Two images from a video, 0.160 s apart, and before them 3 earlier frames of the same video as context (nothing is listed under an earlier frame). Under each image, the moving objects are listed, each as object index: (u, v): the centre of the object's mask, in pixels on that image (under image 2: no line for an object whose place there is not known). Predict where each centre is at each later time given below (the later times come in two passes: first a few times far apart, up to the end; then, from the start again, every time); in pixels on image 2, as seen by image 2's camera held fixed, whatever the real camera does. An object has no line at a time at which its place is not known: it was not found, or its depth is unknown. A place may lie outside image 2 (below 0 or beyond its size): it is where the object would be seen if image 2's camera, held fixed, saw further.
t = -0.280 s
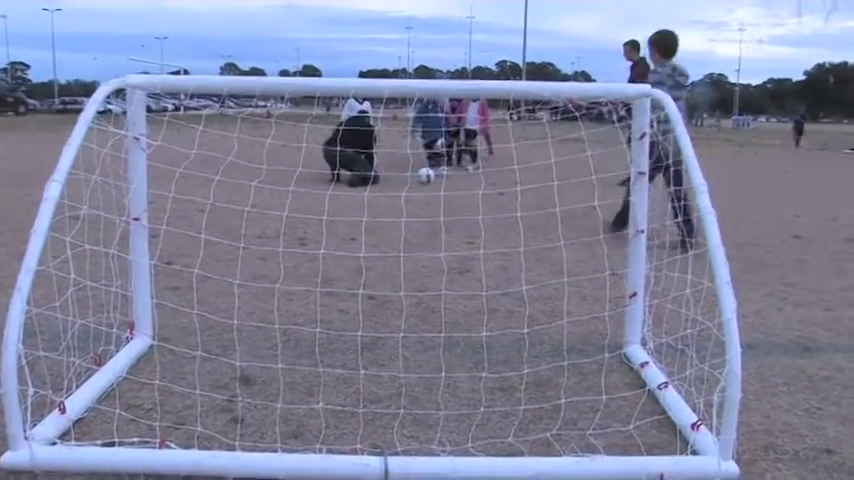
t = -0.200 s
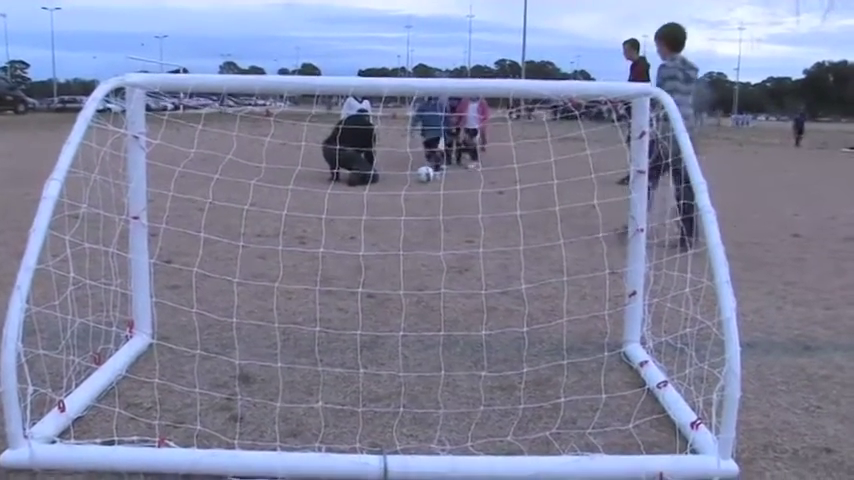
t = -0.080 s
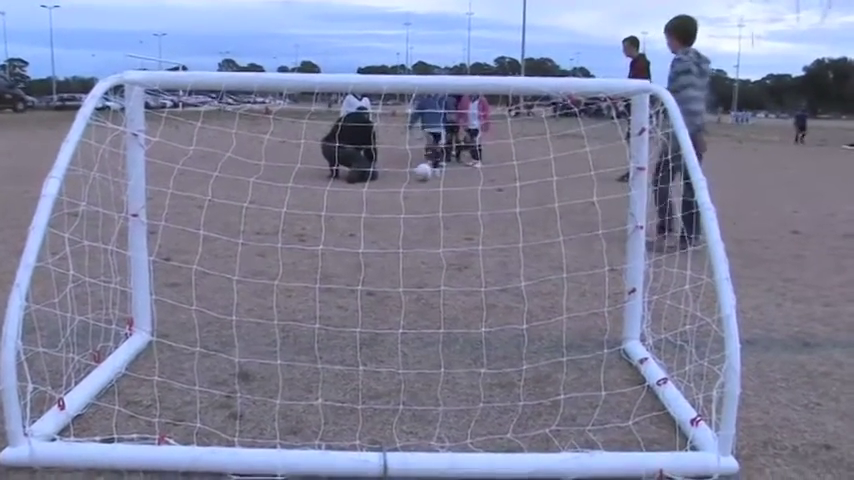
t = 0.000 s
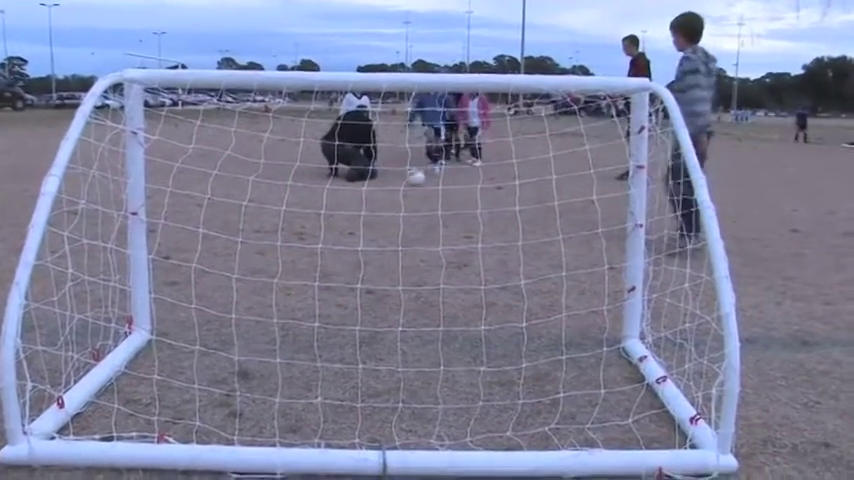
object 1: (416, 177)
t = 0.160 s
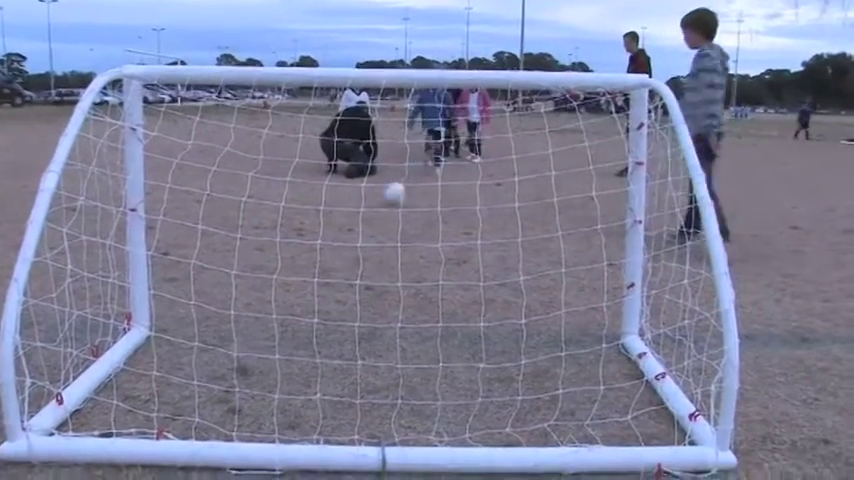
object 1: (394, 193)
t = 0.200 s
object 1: (389, 199)
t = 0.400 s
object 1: (351, 231)
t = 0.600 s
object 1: (298, 283)
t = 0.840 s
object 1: (177, 401)
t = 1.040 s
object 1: (150, 185)
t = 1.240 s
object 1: (237, 147)
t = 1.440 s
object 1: (298, 227)
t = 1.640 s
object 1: (332, 261)
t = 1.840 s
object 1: (344, 226)
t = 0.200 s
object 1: (389, 199)
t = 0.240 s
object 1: (380, 205)
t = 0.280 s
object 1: (375, 211)
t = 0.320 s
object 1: (369, 217)
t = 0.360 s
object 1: (359, 225)
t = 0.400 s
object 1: (351, 231)
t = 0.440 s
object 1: (345, 237)
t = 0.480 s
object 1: (334, 244)
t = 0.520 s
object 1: (322, 258)
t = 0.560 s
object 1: (312, 270)
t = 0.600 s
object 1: (298, 283)
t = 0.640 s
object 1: (284, 296)
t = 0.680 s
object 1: (269, 310)
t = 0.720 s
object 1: (251, 330)
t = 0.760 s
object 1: (231, 347)
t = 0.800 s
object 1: (204, 370)
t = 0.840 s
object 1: (177, 401)
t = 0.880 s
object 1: (163, 389)
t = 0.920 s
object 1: (149, 320)
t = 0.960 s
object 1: (142, 266)
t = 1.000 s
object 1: (140, 217)
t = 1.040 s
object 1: (150, 185)
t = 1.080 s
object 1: (168, 159)
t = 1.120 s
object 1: (185, 145)
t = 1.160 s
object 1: (204, 141)
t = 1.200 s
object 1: (218, 140)
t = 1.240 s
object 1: (237, 147)
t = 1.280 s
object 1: (250, 154)
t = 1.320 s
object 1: (262, 166)
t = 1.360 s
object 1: (277, 184)
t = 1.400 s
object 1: (288, 204)
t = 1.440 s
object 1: (298, 227)
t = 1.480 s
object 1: (312, 252)
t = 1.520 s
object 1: (321, 275)
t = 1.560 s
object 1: (328, 301)
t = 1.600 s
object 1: (330, 282)
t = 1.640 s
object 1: (332, 261)
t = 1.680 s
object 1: (336, 247)
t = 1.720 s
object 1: (340, 237)
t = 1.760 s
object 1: (341, 231)
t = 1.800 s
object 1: (341, 226)
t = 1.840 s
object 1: (344, 226)
